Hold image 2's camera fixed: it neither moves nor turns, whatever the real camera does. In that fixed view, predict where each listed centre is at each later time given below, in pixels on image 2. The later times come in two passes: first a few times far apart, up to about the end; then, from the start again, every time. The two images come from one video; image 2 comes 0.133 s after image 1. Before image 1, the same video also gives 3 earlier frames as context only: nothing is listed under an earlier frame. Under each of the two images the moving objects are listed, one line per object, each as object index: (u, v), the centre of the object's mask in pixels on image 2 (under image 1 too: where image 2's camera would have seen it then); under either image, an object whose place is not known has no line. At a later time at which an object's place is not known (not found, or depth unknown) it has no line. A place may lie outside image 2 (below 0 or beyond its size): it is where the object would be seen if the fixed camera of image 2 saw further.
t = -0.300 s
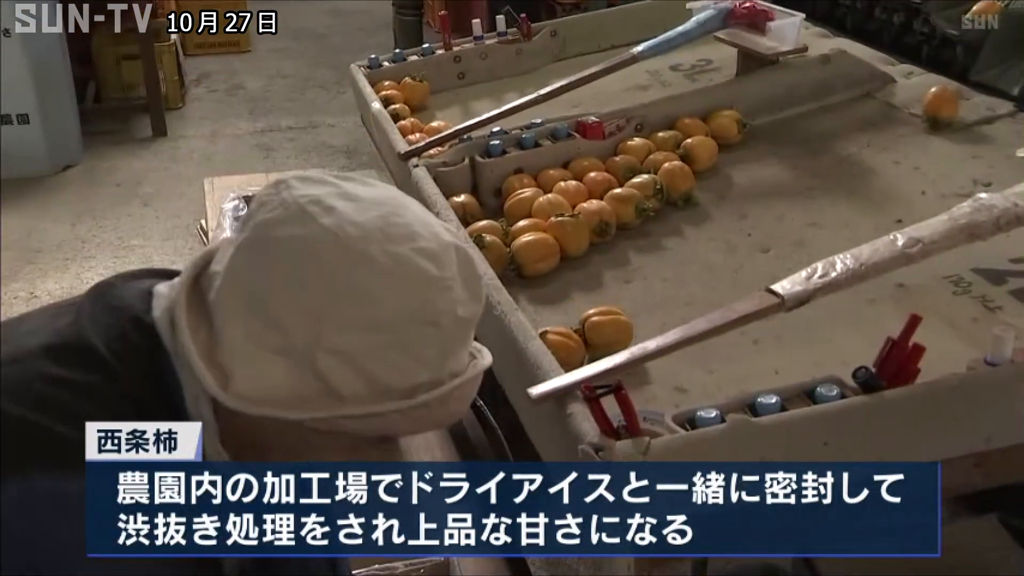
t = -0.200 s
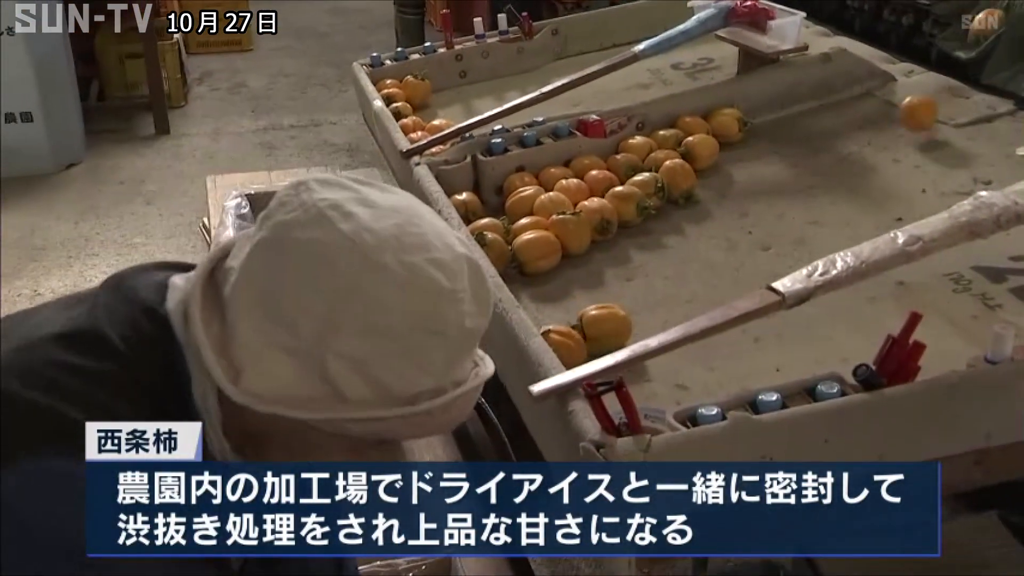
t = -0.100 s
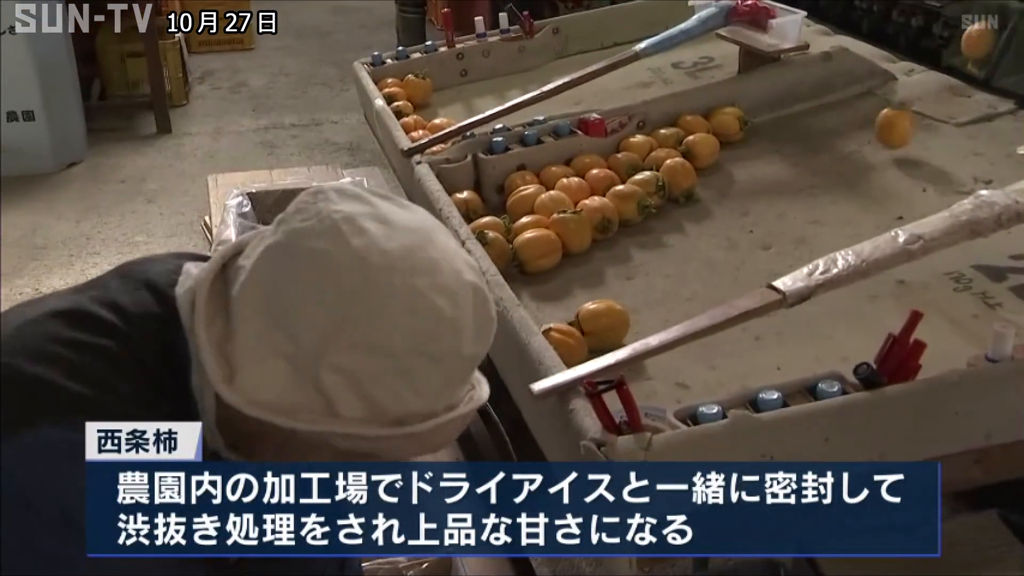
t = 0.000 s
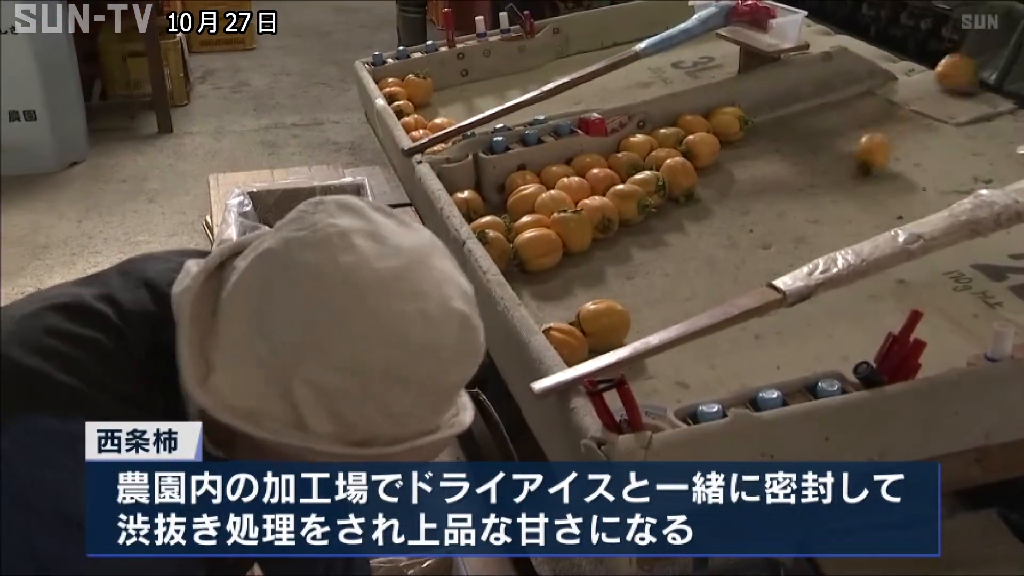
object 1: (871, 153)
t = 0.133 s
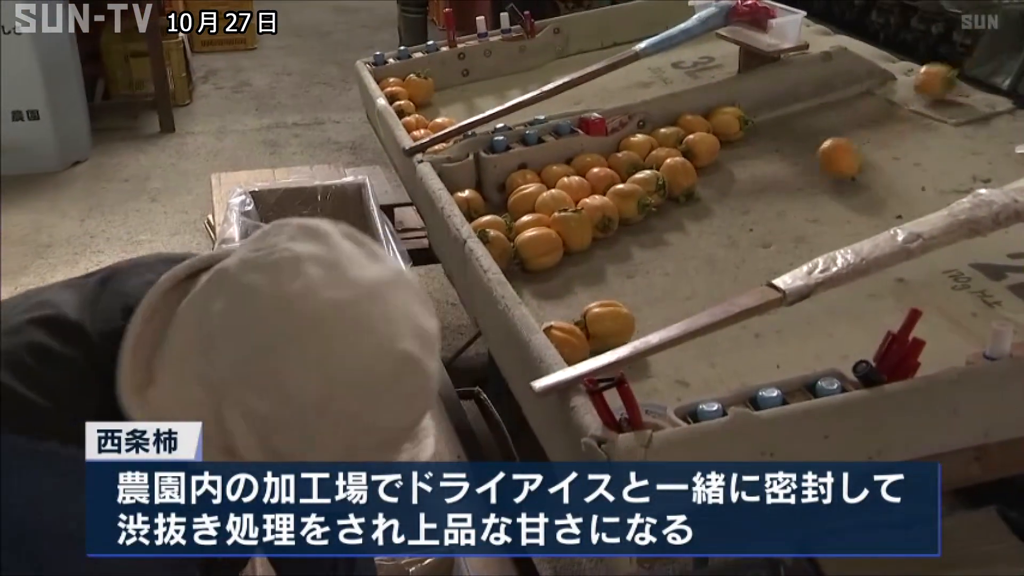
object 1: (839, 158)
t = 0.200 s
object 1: (817, 173)
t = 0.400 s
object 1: (737, 194)
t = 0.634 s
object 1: (621, 232)
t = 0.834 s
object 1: (564, 266)
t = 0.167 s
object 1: (828, 170)
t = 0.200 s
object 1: (817, 173)
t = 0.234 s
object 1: (805, 176)
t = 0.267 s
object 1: (794, 182)
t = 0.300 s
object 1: (779, 191)
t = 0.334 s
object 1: (766, 190)
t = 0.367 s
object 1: (751, 192)
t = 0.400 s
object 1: (737, 194)
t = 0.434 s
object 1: (724, 200)
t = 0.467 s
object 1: (710, 213)
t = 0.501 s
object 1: (692, 213)
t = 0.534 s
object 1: (674, 217)
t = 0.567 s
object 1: (658, 223)
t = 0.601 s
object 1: (640, 232)
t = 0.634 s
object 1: (621, 232)
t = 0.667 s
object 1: (603, 232)
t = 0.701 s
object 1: (594, 234)
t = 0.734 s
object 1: (583, 242)
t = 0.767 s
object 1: (580, 252)
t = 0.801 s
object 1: (572, 258)
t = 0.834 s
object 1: (564, 266)
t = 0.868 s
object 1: (555, 269)
